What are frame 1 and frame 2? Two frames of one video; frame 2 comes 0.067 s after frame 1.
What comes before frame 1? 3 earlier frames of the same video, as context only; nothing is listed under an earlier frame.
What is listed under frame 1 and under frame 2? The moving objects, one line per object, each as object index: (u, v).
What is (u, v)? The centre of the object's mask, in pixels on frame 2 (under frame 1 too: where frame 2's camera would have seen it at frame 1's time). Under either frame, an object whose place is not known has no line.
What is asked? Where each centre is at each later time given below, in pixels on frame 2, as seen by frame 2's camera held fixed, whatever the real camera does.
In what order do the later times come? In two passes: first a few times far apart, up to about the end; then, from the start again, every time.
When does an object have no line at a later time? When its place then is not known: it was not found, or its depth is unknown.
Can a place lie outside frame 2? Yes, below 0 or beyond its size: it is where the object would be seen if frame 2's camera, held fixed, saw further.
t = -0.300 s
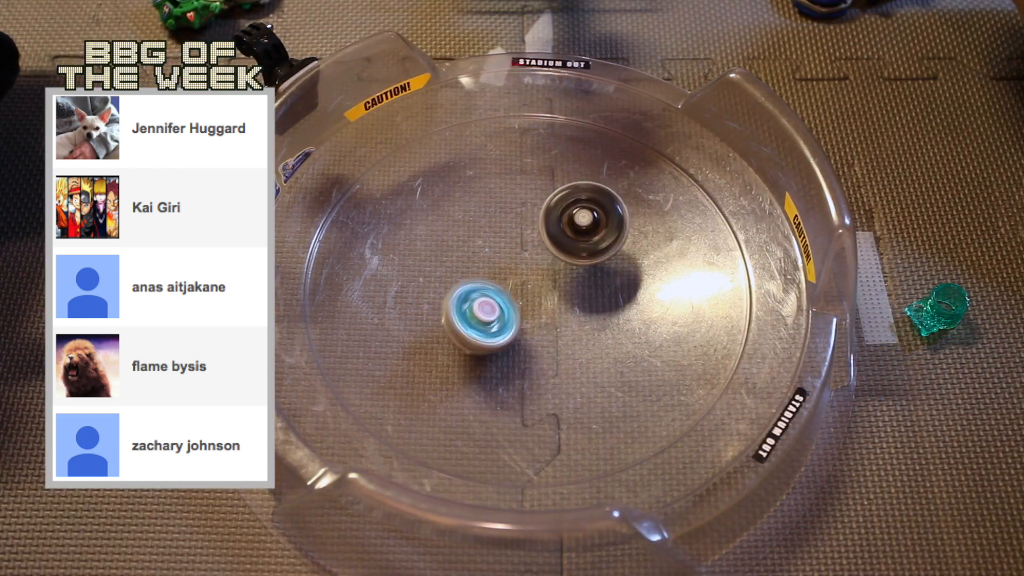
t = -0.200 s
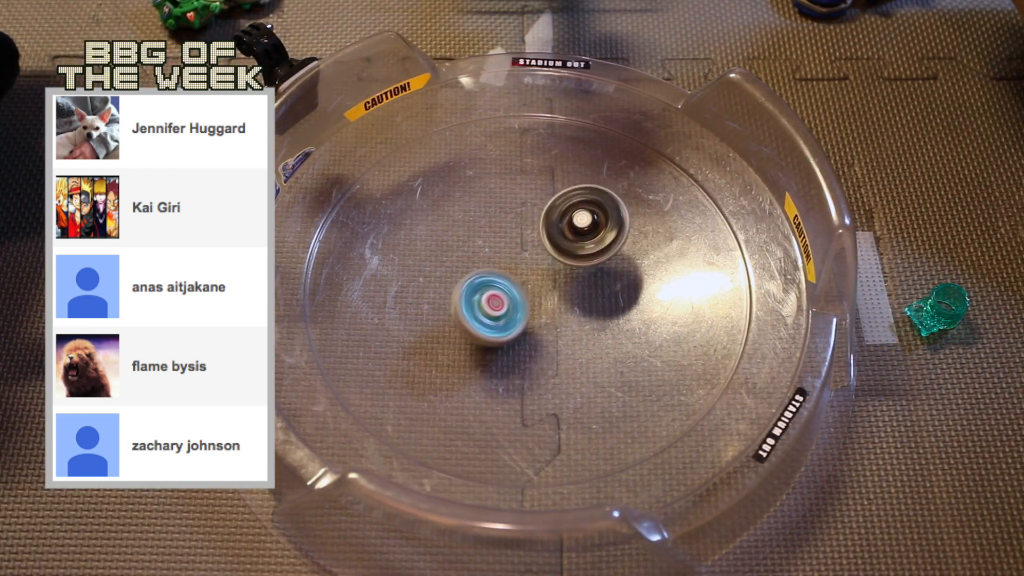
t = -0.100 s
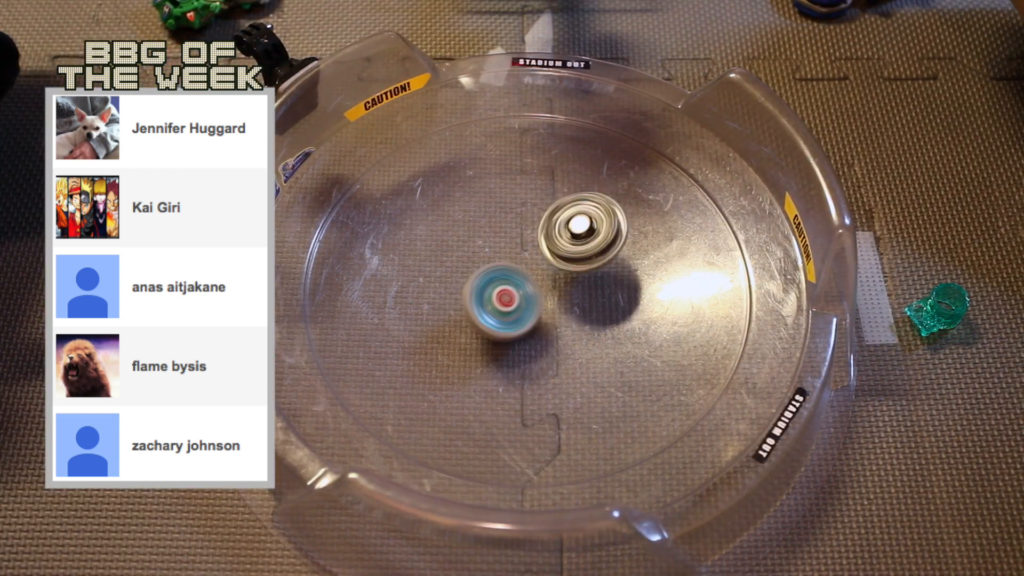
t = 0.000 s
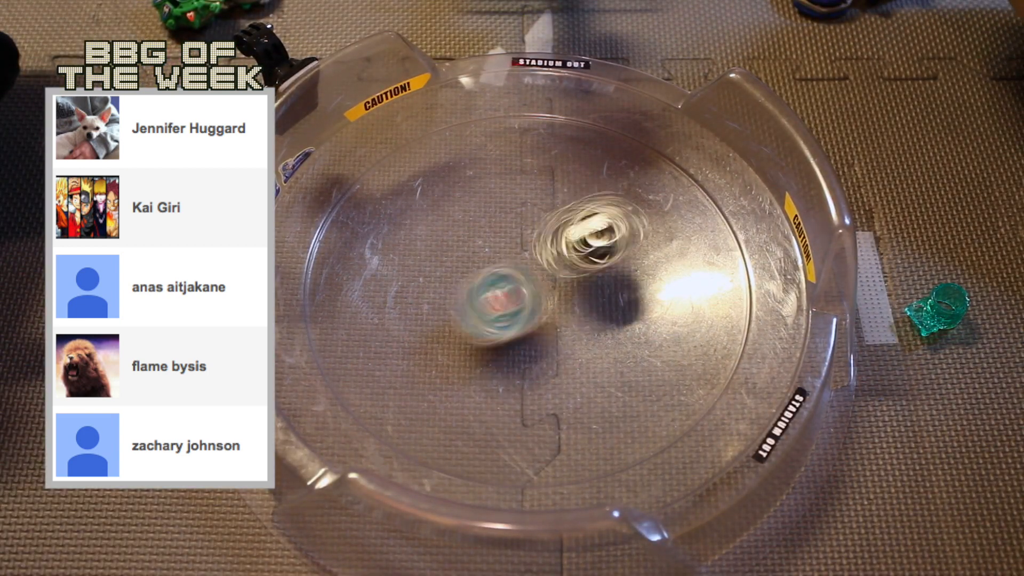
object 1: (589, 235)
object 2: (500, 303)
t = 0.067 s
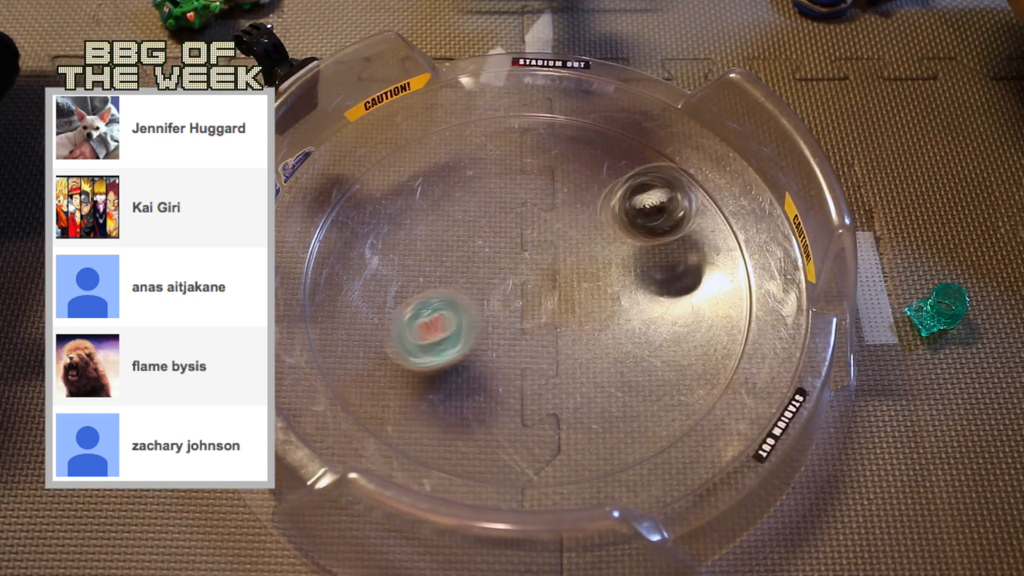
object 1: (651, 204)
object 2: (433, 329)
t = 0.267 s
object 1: (681, 198)
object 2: (389, 358)
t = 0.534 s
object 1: (617, 225)
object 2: (467, 334)
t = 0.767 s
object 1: (544, 222)
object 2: (497, 315)
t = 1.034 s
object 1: (503, 187)
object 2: (520, 300)
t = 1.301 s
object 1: (512, 194)
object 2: (542, 298)
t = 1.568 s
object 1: (506, 242)
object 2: (547, 303)
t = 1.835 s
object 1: (460, 269)
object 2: (534, 305)
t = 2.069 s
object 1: (456, 241)
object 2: (529, 304)
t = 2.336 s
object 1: (489, 225)
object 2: (545, 291)
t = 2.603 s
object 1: (498, 246)
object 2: (564, 315)
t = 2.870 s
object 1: (466, 277)
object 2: (558, 312)
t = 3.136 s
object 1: (456, 262)
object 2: (540, 300)
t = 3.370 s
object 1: (448, 233)
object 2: (601, 304)
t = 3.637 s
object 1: (459, 269)
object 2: (606, 282)
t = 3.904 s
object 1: (450, 286)
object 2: (588, 275)
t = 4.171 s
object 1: (464, 294)
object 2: (568, 275)
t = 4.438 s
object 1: (485, 313)
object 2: (556, 263)
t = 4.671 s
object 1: (489, 320)
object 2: (557, 256)
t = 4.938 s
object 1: (507, 319)
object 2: (557, 264)
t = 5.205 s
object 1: (504, 343)
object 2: (555, 257)
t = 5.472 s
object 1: (476, 346)
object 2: (556, 245)
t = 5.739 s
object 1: (472, 272)
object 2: (546, 246)
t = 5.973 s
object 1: (420, 221)
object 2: (541, 254)
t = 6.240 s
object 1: (428, 239)
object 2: (526, 249)
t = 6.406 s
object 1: (448, 280)
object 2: (523, 253)
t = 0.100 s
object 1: (671, 197)
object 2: (408, 338)
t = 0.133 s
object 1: (684, 193)
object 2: (389, 345)
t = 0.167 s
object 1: (689, 194)
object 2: (380, 352)
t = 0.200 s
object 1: (688, 195)
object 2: (378, 356)
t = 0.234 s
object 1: (685, 196)
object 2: (383, 358)
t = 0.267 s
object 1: (681, 198)
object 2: (389, 358)
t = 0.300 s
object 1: (677, 200)
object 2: (397, 358)
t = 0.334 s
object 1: (672, 202)
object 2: (407, 356)
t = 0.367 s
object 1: (665, 205)
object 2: (418, 354)
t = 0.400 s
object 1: (657, 208)
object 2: (428, 351)
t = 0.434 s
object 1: (647, 213)
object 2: (438, 347)
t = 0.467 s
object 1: (638, 217)
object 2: (448, 342)
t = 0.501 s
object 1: (627, 221)
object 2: (459, 338)
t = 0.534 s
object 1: (617, 225)
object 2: (467, 334)
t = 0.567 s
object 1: (605, 228)
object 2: (475, 330)
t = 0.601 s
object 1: (595, 230)
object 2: (481, 326)
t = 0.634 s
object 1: (584, 231)
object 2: (486, 324)
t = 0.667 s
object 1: (573, 231)
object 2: (490, 321)
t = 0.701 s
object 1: (564, 229)
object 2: (492, 319)
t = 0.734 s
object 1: (555, 226)
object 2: (495, 317)
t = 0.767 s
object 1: (544, 222)
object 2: (497, 315)
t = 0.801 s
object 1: (536, 217)
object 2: (499, 310)
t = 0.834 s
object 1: (528, 213)
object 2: (502, 308)
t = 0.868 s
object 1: (521, 207)
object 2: (504, 306)
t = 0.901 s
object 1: (516, 201)
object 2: (507, 306)
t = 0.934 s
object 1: (511, 197)
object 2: (510, 304)
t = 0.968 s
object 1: (508, 193)
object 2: (513, 302)
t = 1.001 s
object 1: (506, 189)
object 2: (517, 301)
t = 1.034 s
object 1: (503, 187)
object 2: (520, 300)
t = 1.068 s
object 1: (502, 186)
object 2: (523, 299)
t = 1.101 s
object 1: (502, 184)
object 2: (526, 298)
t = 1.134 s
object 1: (503, 184)
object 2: (529, 297)
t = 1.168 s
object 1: (504, 184)
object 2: (532, 297)
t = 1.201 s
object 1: (506, 185)
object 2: (536, 297)
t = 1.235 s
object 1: (508, 187)
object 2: (538, 298)
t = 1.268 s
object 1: (510, 190)
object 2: (540, 298)
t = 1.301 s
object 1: (512, 194)
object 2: (542, 298)
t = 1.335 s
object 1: (513, 198)
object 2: (544, 299)
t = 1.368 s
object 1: (515, 204)
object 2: (545, 299)
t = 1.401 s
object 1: (516, 210)
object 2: (546, 300)
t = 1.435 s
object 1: (515, 215)
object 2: (547, 300)
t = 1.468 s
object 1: (514, 222)
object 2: (547, 301)
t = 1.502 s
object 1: (512, 229)
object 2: (548, 302)
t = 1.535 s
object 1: (509, 235)
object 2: (547, 303)
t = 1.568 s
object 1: (506, 242)
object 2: (547, 303)
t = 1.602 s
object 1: (501, 248)
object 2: (546, 303)
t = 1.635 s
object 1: (495, 254)
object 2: (545, 304)
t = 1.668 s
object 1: (489, 260)
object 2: (544, 304)
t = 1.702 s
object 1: (484, 264)
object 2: (543, 304)
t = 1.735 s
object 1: (477, 268)
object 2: (541, 304)
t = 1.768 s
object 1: (470, 271)
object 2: (539, 304)
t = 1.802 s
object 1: (464, 272)
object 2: (537, 303)
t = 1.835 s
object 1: (460, 269)
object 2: (534, 305)
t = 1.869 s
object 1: (453, 267)
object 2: (532, 307)
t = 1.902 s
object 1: (453, 261)
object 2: (533, 312)
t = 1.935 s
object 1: (454, 257)
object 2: (532, 312)
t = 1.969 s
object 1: (455, 253)
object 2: (531, 311)
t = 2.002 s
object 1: (455, 249)
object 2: (530, 309)
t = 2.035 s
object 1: (456, 246)
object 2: (530, 307)
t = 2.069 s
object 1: (456, 241)
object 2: (529, 304)
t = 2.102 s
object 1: (456, 237)
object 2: (530, 301)
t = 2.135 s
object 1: (458, 233)
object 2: (531, 297)
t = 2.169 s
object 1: (462, 230)
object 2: (532, 294)
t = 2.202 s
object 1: (466, 228)
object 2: (534, 291)
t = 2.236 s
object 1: (471, 228)
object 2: (536, 289)
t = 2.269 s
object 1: (478, 228)
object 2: (537, 287)
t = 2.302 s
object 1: (484, 229)
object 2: (540, 286)
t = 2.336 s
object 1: (489, 225)
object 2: (545, 291)
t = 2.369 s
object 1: (491, 218)
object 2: (554, 302)
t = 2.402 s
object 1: (492, 216)
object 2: (559, 309)
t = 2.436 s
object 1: (495, 218)
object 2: (562, 313)
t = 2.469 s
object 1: (497, 223)
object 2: (563, 317)
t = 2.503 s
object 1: (499, 228)
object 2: (563, 317)
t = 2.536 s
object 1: (499, 234)
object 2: (563, 316)
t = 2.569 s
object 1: (499, 241)
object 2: (563, 315)
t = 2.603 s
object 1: (498, 246)
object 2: (564, 315)
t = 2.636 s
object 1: (496, 254)
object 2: (564, 314)
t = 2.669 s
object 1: (494, 260)
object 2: (565, 313)
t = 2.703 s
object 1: (491, 265)
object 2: (565, 315)
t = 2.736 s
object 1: (486, 270)
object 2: (564, 315)
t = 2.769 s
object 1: (482, 273)
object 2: (563, 315)
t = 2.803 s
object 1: (476, 276)
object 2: (562, 314)
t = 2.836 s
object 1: (470, 277)
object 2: (560, 313)
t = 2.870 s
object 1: (466, 277)
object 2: (558, 312)
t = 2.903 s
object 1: (462, 275)
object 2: (556, 312)
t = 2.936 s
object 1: (458, 273)
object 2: (554, 312)
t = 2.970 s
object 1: (454, 270)
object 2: (551, 311)
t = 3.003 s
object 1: (453, 268)
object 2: (548, 308)
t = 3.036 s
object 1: (453, 266)
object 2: (546, 307)
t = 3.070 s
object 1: (454, 264)
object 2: (544, 305)
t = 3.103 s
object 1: (455, 262)
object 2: (542, 302)
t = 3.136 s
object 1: (456, 262)
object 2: (540, 300)
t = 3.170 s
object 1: (459, 261)
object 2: (540, 297)
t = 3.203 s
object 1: (463, 260)
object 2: (540, 295)
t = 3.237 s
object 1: (454, 250)
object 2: (550, 301)
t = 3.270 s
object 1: (445, 240)
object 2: (570, 304)
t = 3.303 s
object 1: (441, 233)
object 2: (584, 307)
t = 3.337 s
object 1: (444, 230)
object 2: (594, 306)
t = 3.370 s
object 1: (448, 233)
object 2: (601, 304)
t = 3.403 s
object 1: (452, 237)
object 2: (605, 301)
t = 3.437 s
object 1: (455, 242)
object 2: (608, 297)
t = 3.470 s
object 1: (457, 248)
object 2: (609, 293)
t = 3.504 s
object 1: (458, 252)
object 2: (609, 289)
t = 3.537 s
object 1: (459, 257)
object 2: (609, 286)
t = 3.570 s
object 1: (459, 260)
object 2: (608, 284)
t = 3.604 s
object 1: (459, 265)
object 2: (607, 284)
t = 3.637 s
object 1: (459, 269)
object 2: (606, 282)
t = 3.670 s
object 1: (458, 273)
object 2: (603, 281)
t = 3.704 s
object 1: (457, 278)
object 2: (601, 280)
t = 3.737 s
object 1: (456, 281)
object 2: (599, 279)
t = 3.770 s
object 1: (454, 283)
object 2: (596, 278)
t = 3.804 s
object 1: (452, 285)
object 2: (594, 278)
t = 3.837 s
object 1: (450, 285)
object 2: (592, 276)
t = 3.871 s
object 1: (450, 287)
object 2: (590, 276)
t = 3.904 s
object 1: (450, 286)
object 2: (588, 275)
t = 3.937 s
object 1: (451, 287)
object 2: (585, 274)
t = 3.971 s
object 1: (452, 287)
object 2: (581, 272)
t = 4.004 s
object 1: (452, 288)
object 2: (579, 271)
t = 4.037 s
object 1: (454, 289)
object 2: (578, 273)
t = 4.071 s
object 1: (455, 289)
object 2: (575, 278)
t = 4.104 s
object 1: (458, 291)
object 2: (572, 277)
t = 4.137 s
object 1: (460, 292)
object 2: (570, 276)
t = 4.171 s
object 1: (464, 294)
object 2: (568, 275)
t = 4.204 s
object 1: (466, 295)
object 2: (566, 275)
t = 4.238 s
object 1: (470, 298)
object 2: (564, 274)
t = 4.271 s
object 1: (474, 300)
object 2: (562, 273)
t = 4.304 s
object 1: (478, 303)
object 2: (560, 271)
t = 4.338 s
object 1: (480, 306)
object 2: (558, 269)
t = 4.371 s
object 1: (482, 308)
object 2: (557, 267)
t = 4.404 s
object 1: (484, 311)
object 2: (556, 266)
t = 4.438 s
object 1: (485, 313)
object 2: (556, 263)
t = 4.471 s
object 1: (486, 316)
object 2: (556, 260)
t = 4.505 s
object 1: (486, 318)
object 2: (556, 259)
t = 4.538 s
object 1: (486, 318)
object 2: (556, 258)
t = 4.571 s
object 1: (487, 321)
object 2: (556, 259)
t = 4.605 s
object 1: (488, 320)
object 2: (556, 259)
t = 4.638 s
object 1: (488, 320)
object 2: (556, 257)
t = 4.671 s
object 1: (489, 320)
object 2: (557, 256)
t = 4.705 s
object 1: (490, 319)
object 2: (557, 256)
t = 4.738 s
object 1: (491, 319)
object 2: (557, 257)
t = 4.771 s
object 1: (492, 319)
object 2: (557, 257)
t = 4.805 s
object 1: (494, 320)
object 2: (557, 261)
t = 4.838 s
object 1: (497, 319)
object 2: (557, 262)
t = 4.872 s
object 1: (500, 319)
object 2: (557, 263)
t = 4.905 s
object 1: (502, 319)
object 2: (557, 263)
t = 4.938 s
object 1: (507, 319)
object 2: (557, 264)
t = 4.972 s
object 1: (510, 318)
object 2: (556, 263)
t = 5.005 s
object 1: (515, 318)
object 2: (555, 264)
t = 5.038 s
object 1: (518, 319)
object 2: (554, 264)
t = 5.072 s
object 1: (522, 320)
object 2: (551, 264)
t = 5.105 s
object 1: (523, 322)
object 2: (548, 264)
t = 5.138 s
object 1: (523, 325)
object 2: (546, 265)
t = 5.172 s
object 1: (514, 333)
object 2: (550, 261)
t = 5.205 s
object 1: (504, 343)
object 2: (555, 257)
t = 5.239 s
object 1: (495, 355)
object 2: (557, 254)
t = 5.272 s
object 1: (491, 360)
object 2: (557, 252)
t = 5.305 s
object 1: (485, 359)
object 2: (557, 250)
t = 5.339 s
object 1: (482, 361)
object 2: (556, 248)
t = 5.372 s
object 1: (479, 358)
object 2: (556, 248)
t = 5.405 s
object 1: (476, 357)
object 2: (556, 246)
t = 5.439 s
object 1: (476, 354)
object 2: (555, 247)
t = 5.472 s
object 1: (476, 346)
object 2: (556, 245)
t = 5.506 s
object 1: (476, 343)
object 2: (554, 245)
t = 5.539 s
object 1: (475, 336)
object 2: (553, 245)
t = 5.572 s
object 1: (476, 328)
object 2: (552, 244)
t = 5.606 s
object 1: (476, 316)
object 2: (550, 245)
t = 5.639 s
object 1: (474, 309)
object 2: (549, 245)
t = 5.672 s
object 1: (474, 295)
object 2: (548, 245)
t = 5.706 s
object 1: (472, 286)
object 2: (547, 246)
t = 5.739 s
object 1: (472, 272)
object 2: (546, 246)
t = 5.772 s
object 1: (467, 263)
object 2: (546, 246)
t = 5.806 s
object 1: (465, 253)
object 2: (545, 247)
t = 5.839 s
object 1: (452, 242)
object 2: (547, 247)
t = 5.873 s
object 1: (443, 234)
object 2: (547, 248)
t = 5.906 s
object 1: (436, 226)
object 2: (545, 254)
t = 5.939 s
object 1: (425, 223)
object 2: (543, 253)
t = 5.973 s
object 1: (420, 221)
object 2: (541, 254)
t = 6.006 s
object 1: (415, 222)
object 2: (539, 253)
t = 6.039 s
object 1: (411, 224)
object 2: (537, 253)
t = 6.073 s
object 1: (409, 225)
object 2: (534, 253)
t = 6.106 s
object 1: (409, 227)
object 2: (533, 251)
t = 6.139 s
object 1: (412, 228)
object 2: (530, 251)
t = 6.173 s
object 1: (416, 230)
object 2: (528, 250)
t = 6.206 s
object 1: (421, 233)
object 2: (526, 249)
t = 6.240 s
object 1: (428, 239)
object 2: (526, 249)
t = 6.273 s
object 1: (436, 245)
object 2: (525, 249)
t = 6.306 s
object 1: (442, 252)
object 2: (525, 249)
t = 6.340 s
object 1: (447, 263)
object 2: (524, 251)
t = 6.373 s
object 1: (448, 272)
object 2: (524, 252)
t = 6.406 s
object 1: (448, 280)
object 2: (523, 253)
